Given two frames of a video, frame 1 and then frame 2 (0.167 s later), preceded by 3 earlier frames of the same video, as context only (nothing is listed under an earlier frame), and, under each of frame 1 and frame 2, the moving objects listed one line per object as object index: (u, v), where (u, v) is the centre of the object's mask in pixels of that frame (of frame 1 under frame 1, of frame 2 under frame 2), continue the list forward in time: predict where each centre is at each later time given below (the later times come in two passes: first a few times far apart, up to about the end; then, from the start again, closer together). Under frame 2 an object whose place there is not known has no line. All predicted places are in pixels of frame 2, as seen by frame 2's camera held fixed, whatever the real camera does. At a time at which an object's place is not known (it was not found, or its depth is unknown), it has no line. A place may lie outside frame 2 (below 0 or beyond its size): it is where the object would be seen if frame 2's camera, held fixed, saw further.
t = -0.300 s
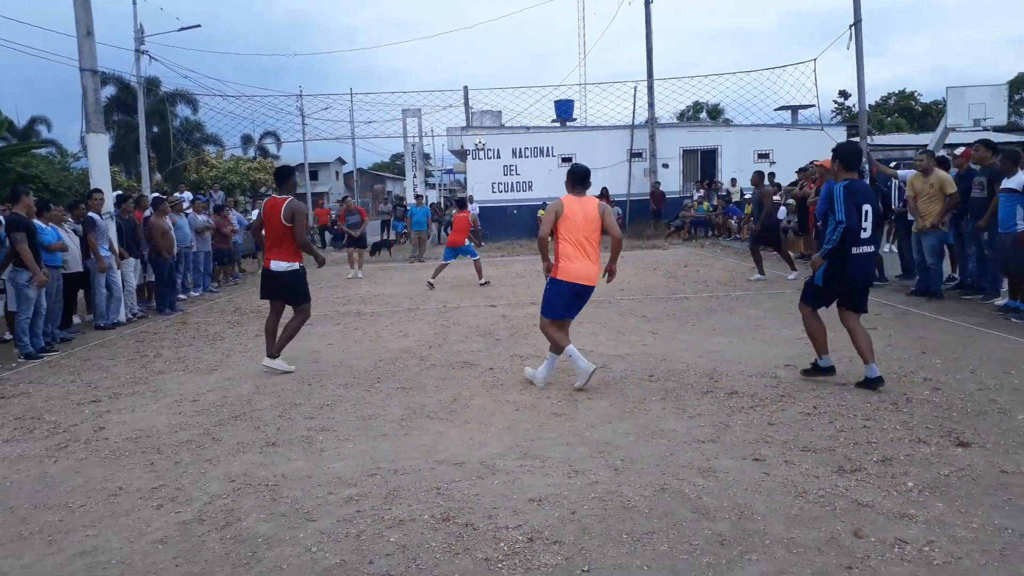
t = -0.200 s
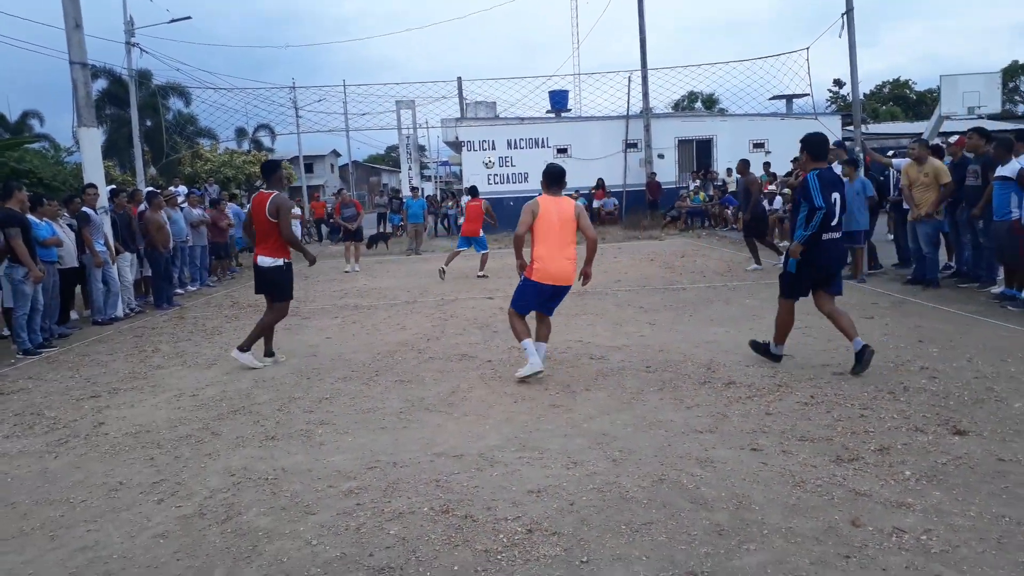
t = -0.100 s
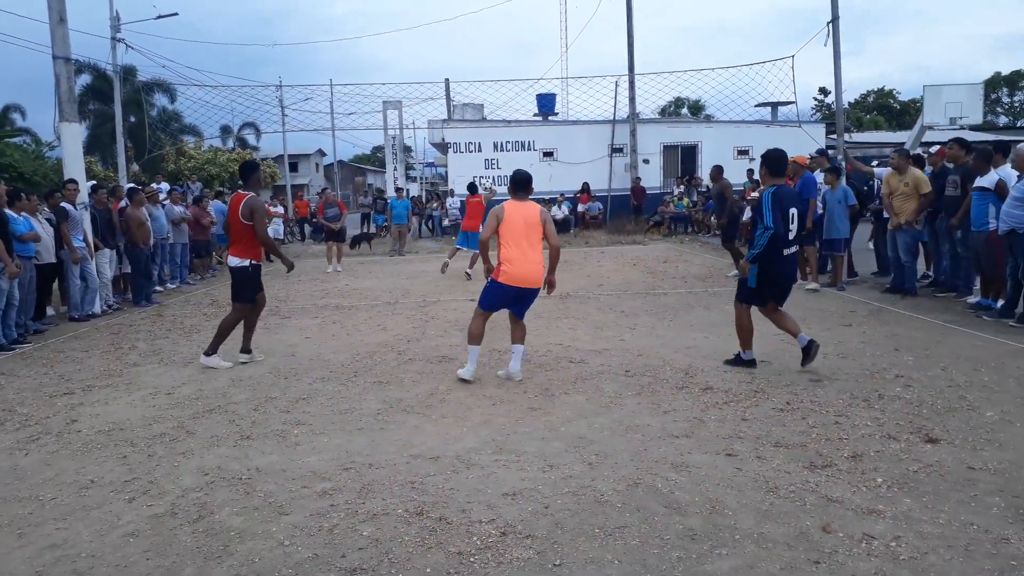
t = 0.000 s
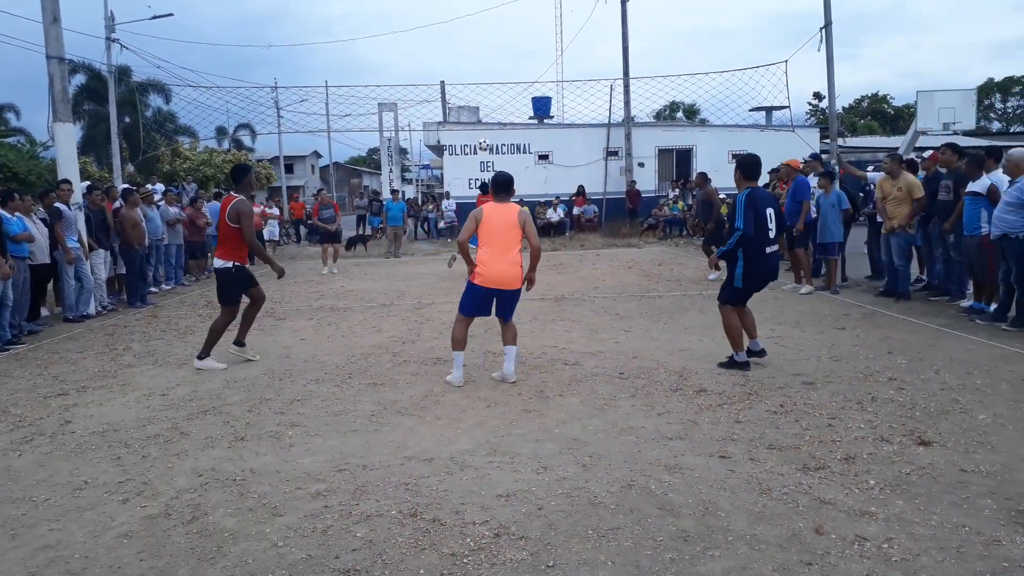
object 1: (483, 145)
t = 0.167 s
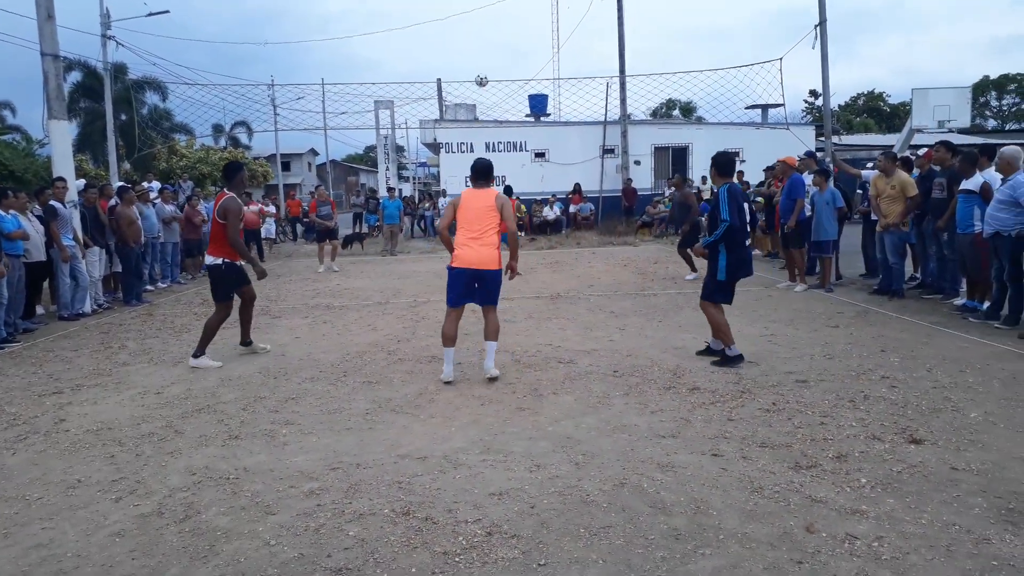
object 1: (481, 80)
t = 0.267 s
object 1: (483, 49)
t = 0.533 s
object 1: (485, -2)
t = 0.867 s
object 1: (491, -9)
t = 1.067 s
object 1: (494, 26)
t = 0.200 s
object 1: (482, 70)
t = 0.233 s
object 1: (482, 59)
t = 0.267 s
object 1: (483, 49)
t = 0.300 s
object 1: (483, 40)
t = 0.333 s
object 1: (483, 31)
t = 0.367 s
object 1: (484, 24)
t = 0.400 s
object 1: (484, 17)
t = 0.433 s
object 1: (484, 10)
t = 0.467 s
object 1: (485, 4)
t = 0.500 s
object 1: (485, 0)
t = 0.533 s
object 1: (485, -2)
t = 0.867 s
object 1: (491, -9)
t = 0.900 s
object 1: (491, -6)
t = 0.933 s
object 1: (492, -2)
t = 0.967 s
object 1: (492, 4)
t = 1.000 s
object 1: (494, 11)
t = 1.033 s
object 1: (494, 18)
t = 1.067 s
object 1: (494, 26)
